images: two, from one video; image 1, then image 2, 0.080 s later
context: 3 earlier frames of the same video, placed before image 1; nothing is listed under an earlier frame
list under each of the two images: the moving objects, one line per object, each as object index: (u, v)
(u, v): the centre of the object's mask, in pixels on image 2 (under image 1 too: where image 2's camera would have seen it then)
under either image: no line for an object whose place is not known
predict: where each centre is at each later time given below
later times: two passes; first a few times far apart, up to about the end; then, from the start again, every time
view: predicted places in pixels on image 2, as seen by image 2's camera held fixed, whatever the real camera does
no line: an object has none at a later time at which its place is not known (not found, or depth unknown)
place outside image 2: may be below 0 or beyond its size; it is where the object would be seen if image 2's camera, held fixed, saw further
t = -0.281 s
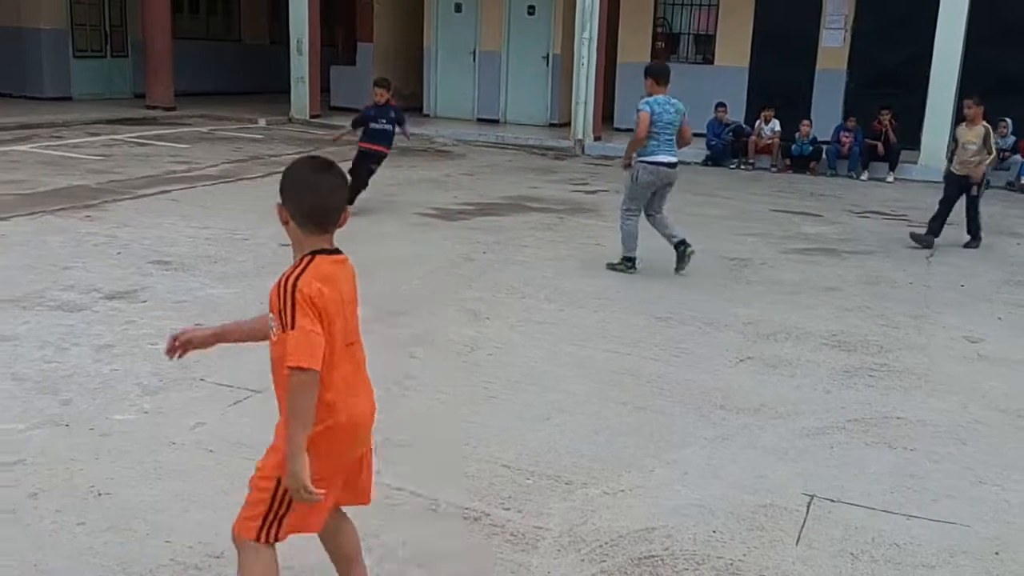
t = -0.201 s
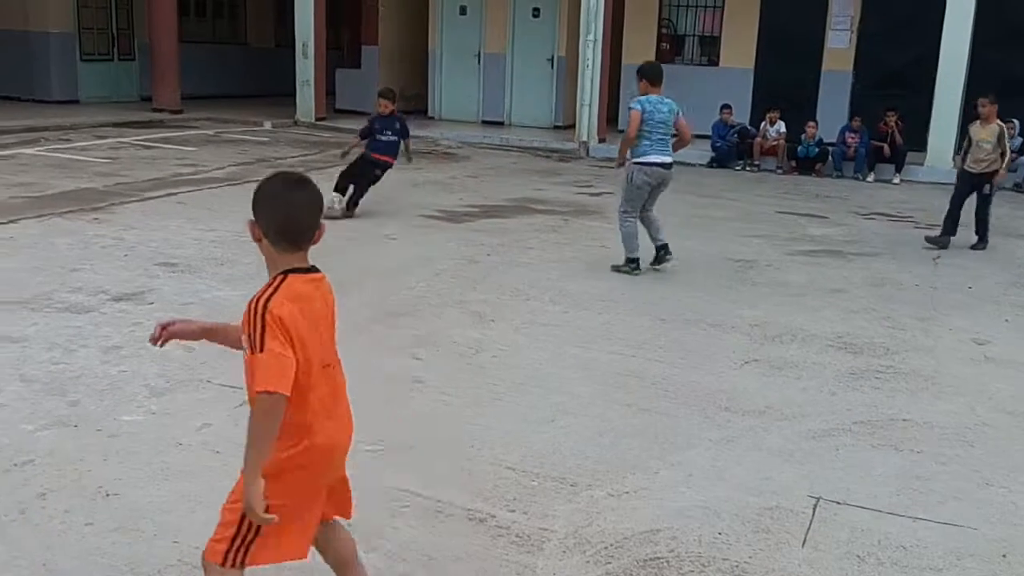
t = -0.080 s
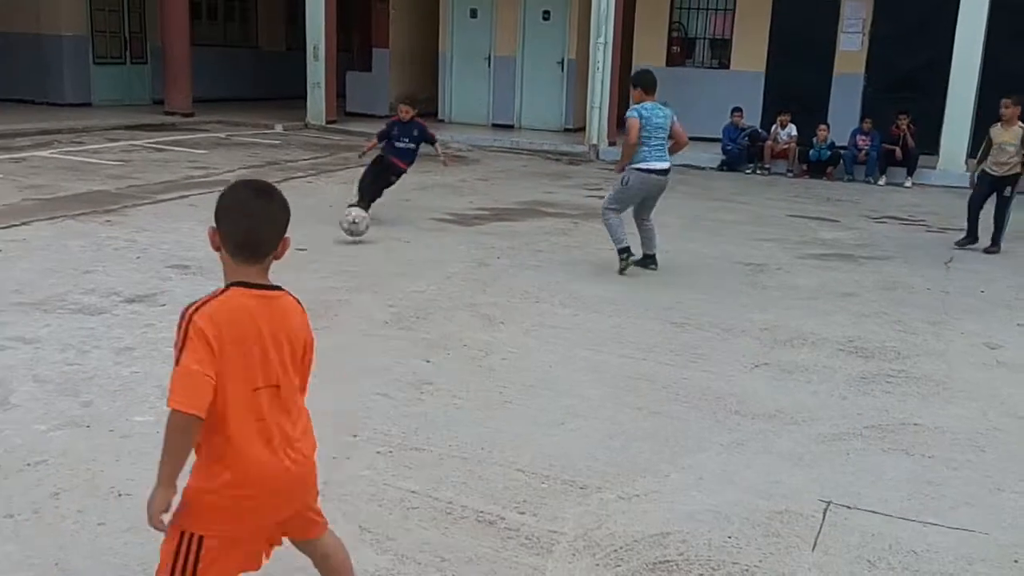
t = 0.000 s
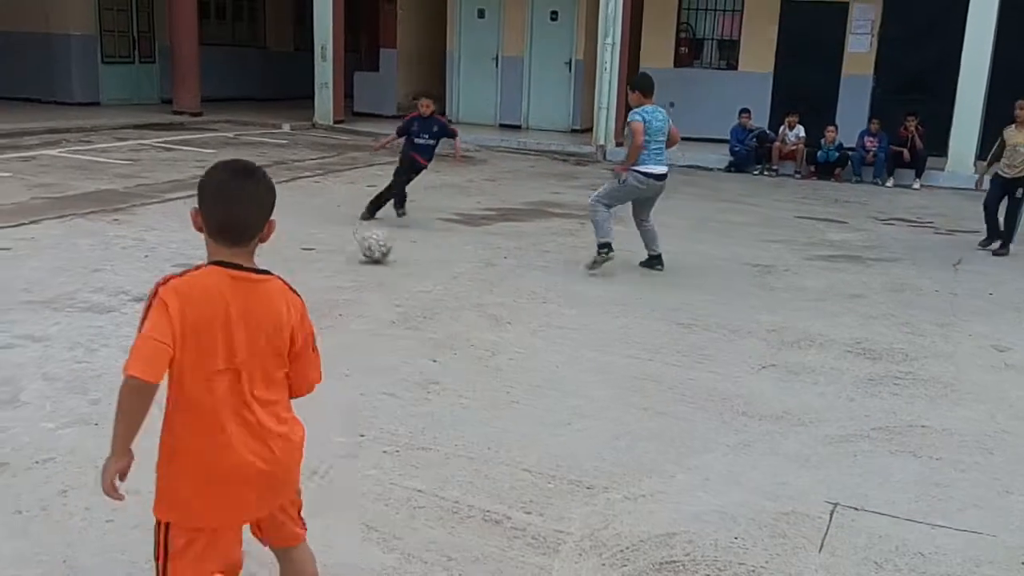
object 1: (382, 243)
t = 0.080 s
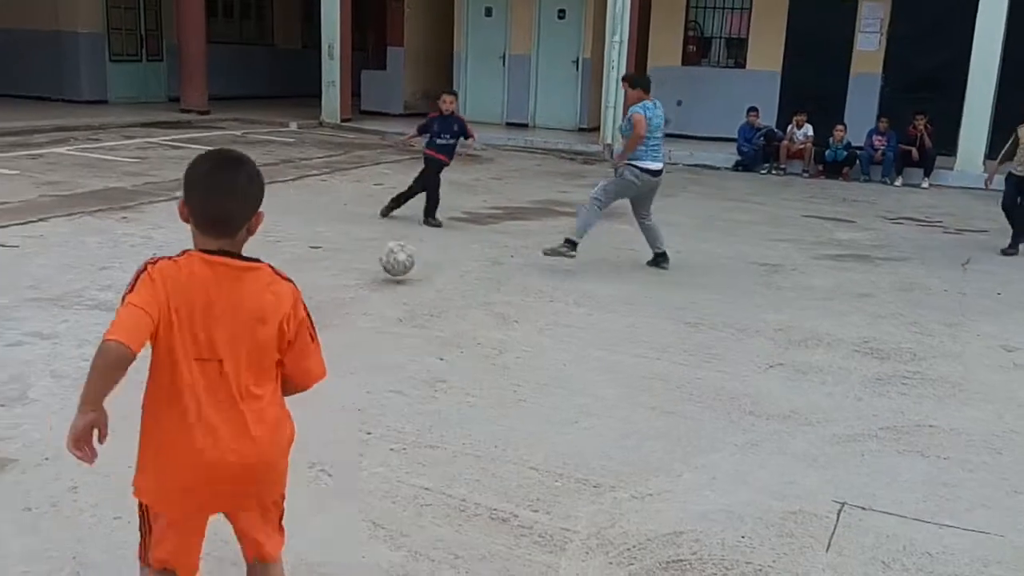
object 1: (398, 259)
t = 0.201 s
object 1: (425, 299)
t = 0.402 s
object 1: (481, 365)
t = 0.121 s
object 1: (406, 268)
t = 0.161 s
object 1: (416, 282)
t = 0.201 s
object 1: (425, 299)
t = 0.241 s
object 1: (435, 312)
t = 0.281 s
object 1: (446, 319)
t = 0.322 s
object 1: (456, 333)
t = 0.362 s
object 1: (468, 350)
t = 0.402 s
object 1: (481, 365)
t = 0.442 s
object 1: (496, 376)
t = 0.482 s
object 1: (512, 390)
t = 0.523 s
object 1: (529, 410)
